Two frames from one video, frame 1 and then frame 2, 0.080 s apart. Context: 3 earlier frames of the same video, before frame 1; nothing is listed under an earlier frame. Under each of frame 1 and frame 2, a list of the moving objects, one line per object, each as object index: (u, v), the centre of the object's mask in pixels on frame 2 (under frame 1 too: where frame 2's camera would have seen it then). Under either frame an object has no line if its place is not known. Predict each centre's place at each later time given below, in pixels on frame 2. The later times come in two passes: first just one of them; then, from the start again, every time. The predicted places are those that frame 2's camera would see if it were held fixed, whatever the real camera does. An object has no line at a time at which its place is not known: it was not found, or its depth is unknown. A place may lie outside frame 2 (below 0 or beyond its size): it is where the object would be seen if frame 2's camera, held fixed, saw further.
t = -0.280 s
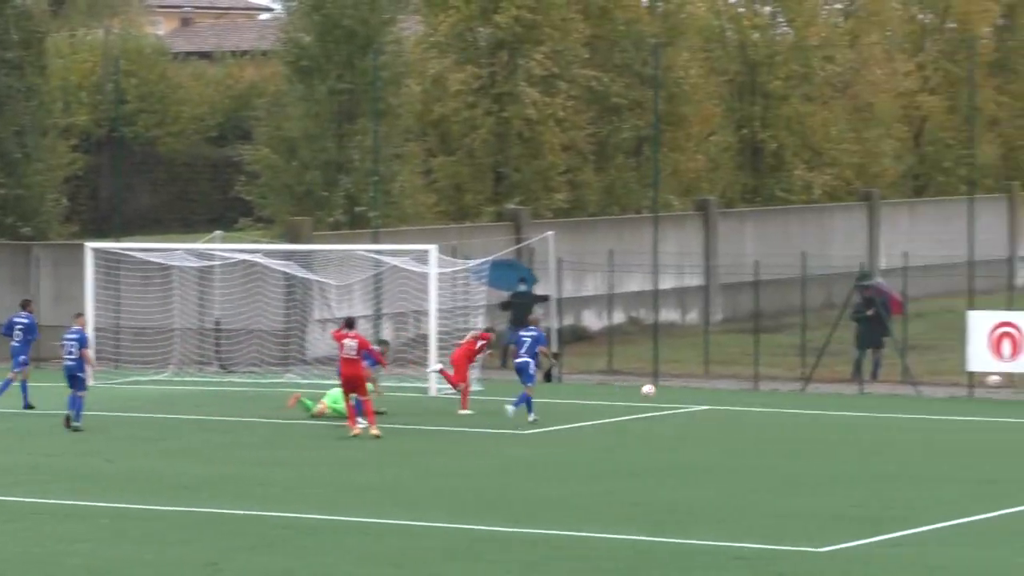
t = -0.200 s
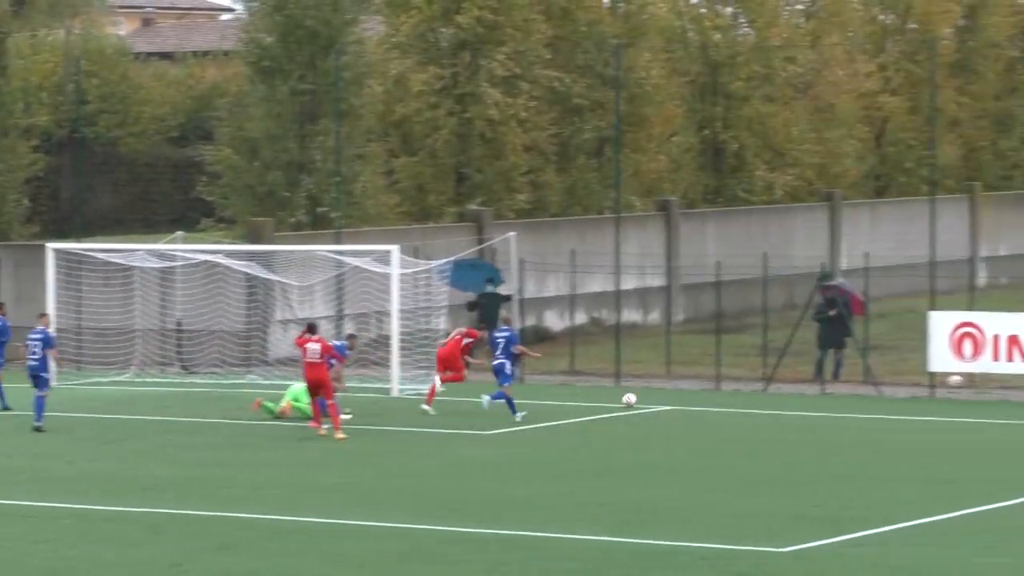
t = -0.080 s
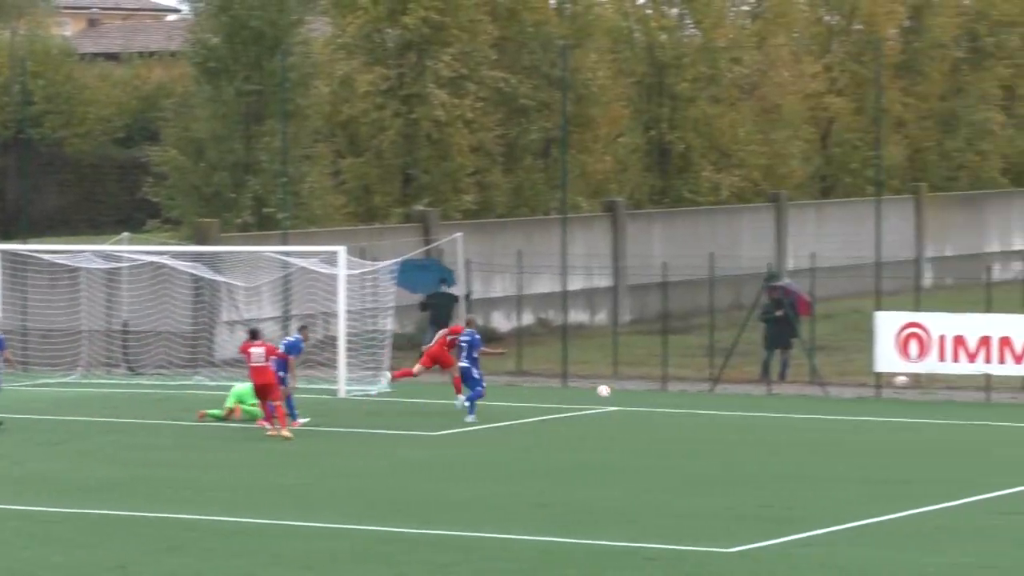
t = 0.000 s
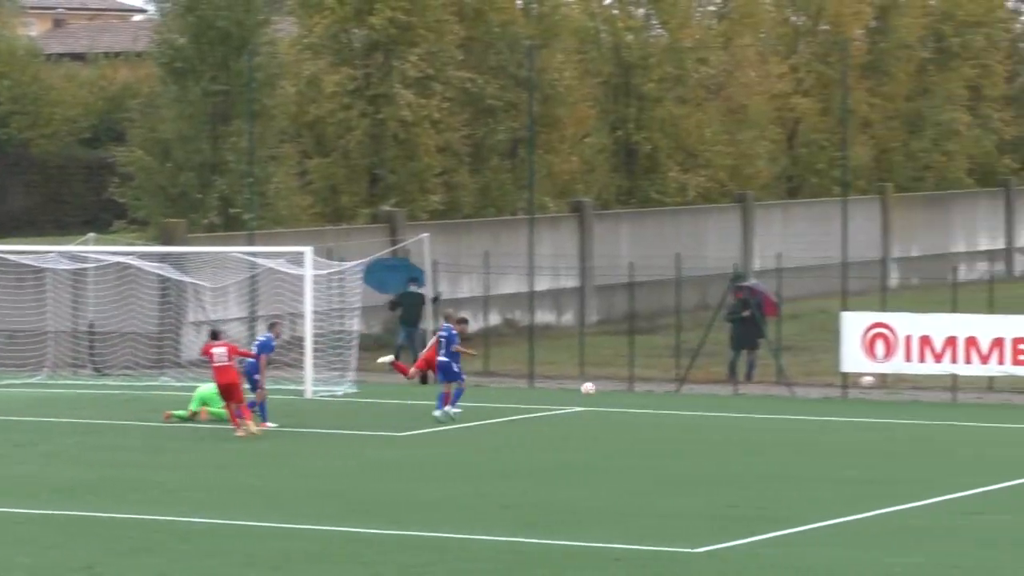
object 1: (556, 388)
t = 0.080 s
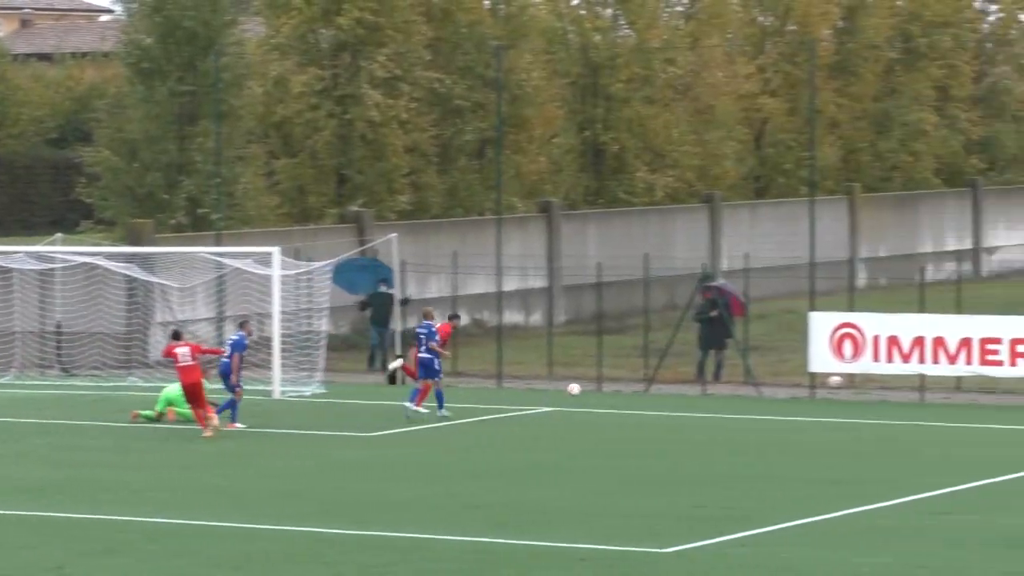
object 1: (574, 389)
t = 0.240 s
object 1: (609, 397)
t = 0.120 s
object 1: (582, 391)
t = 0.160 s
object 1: (591, 395)
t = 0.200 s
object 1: (600, 398)
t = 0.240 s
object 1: (609, 397)
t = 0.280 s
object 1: (617, 395)
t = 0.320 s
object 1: (626, 395)
